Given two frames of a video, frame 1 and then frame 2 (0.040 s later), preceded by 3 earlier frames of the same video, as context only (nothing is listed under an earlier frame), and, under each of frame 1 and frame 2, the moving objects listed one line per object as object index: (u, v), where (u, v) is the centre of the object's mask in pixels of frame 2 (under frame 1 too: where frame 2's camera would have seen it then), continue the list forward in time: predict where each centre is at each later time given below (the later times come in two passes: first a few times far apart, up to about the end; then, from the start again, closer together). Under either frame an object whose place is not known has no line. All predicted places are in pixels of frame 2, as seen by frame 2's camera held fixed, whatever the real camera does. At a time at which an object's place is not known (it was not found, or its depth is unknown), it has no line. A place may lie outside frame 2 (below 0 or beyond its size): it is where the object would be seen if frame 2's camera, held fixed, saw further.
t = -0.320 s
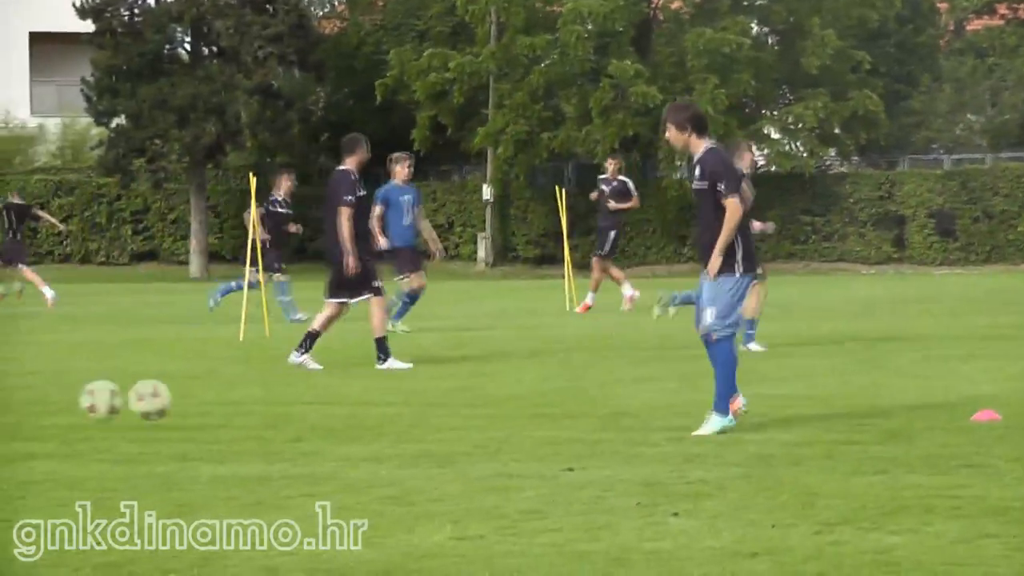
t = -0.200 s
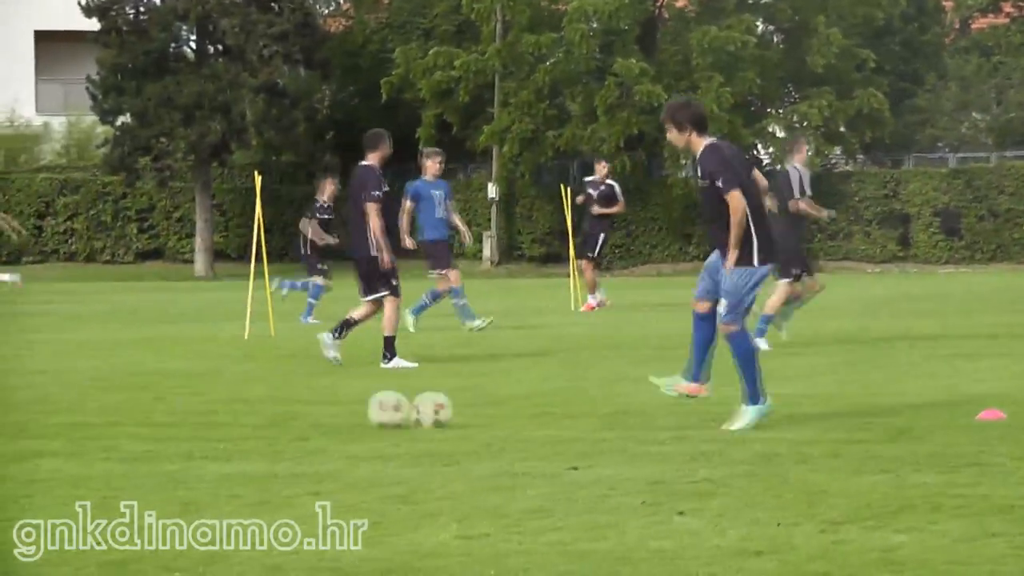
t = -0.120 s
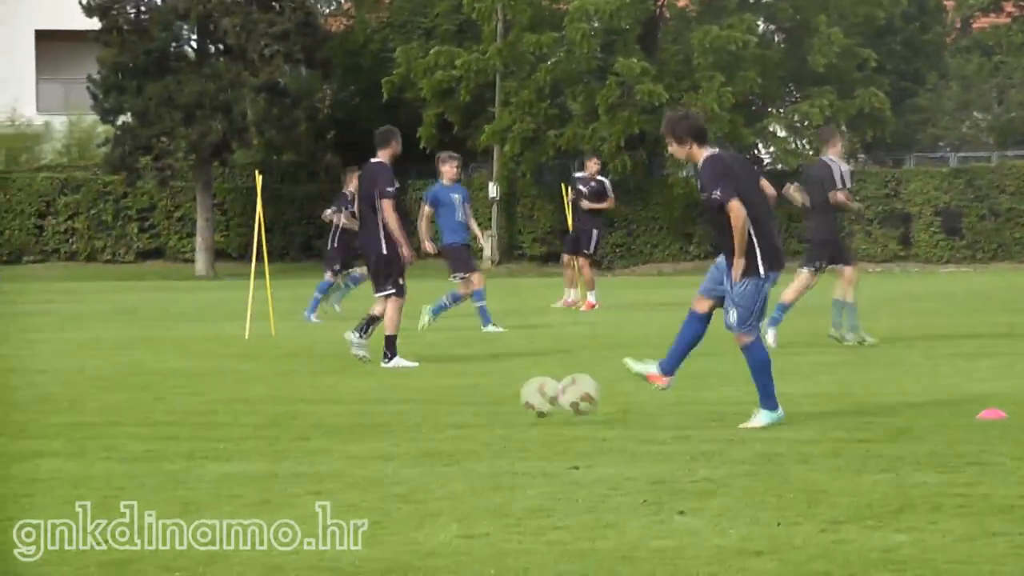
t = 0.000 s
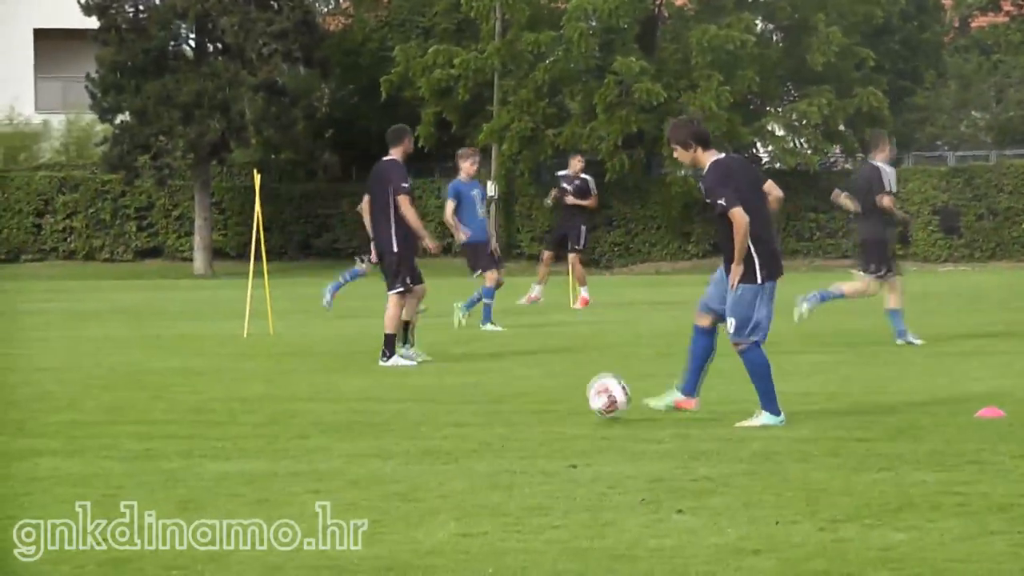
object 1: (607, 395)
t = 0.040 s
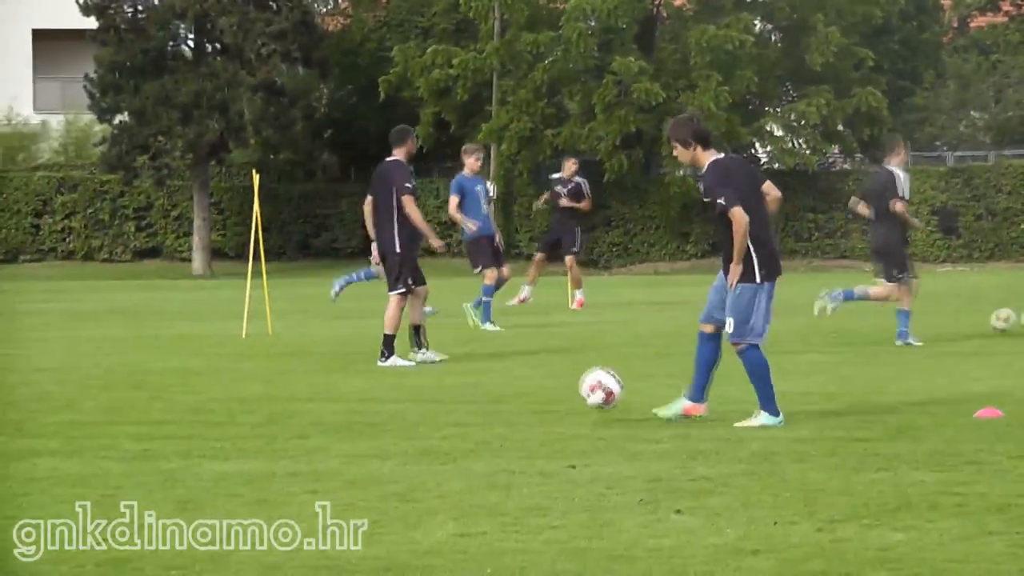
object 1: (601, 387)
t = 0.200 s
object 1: (578, 384)
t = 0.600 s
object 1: (520, 407)
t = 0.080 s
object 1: (595, 382)
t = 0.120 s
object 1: (589, 380)
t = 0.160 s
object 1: (584, 381)
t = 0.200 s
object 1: (578, 384)
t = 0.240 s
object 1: (572, 391)
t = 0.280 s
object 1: (567, 400)
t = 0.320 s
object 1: (560, 406)
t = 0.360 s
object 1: (554, 402)
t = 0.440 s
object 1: (542, 403)
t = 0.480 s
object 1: (537, 405)
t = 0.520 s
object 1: (531, 408)
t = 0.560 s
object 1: (526, 406)
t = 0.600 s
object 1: (520, 407)
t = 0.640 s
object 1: (515, 408)
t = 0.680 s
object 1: (510, 408)
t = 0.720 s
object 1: (505, 408)
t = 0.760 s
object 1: (501, 408)
